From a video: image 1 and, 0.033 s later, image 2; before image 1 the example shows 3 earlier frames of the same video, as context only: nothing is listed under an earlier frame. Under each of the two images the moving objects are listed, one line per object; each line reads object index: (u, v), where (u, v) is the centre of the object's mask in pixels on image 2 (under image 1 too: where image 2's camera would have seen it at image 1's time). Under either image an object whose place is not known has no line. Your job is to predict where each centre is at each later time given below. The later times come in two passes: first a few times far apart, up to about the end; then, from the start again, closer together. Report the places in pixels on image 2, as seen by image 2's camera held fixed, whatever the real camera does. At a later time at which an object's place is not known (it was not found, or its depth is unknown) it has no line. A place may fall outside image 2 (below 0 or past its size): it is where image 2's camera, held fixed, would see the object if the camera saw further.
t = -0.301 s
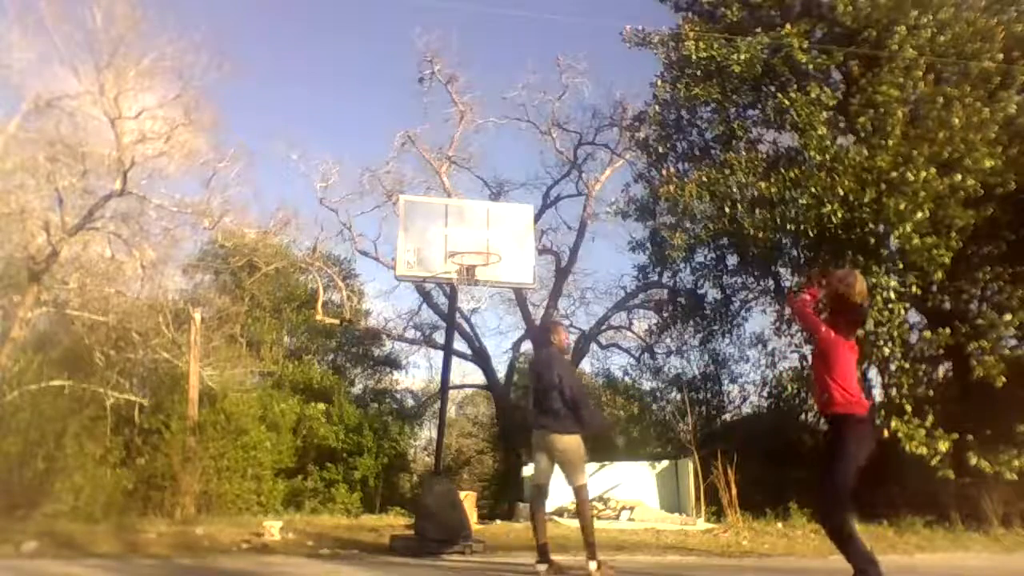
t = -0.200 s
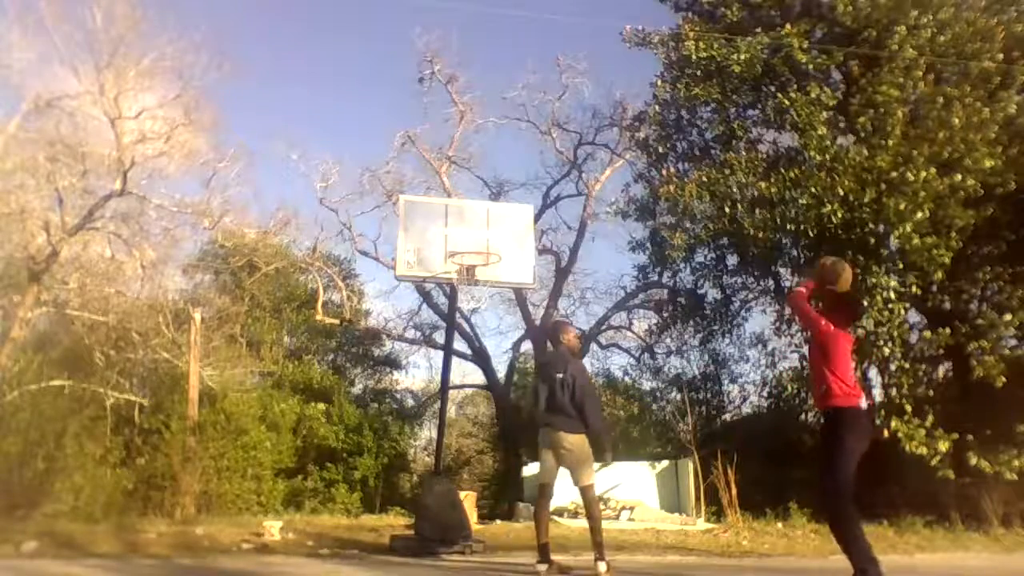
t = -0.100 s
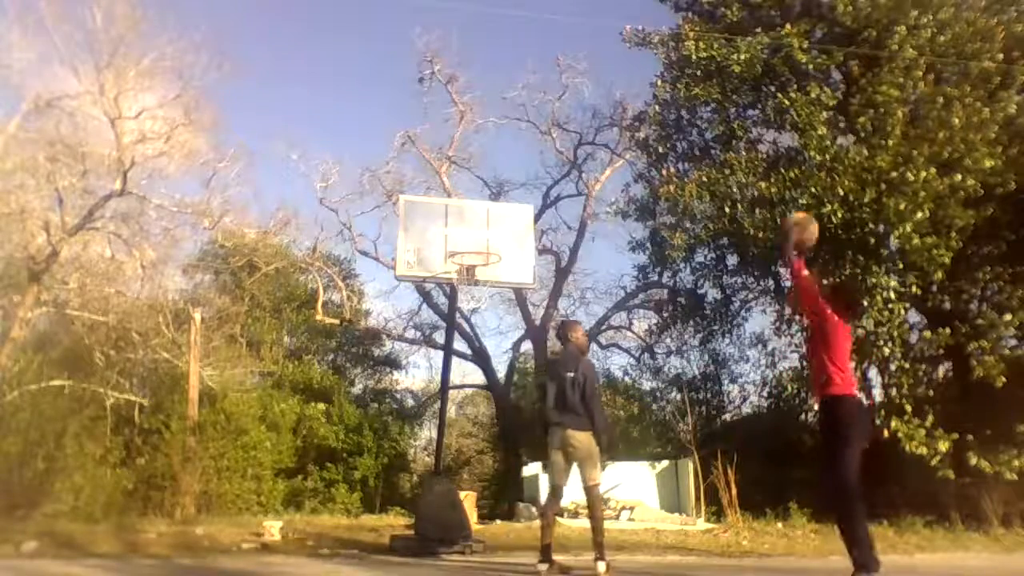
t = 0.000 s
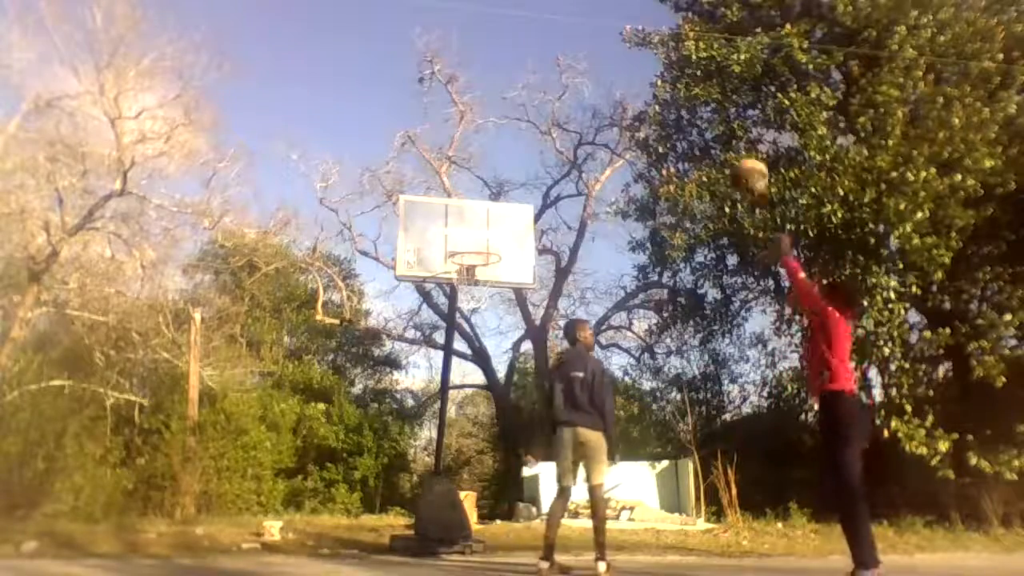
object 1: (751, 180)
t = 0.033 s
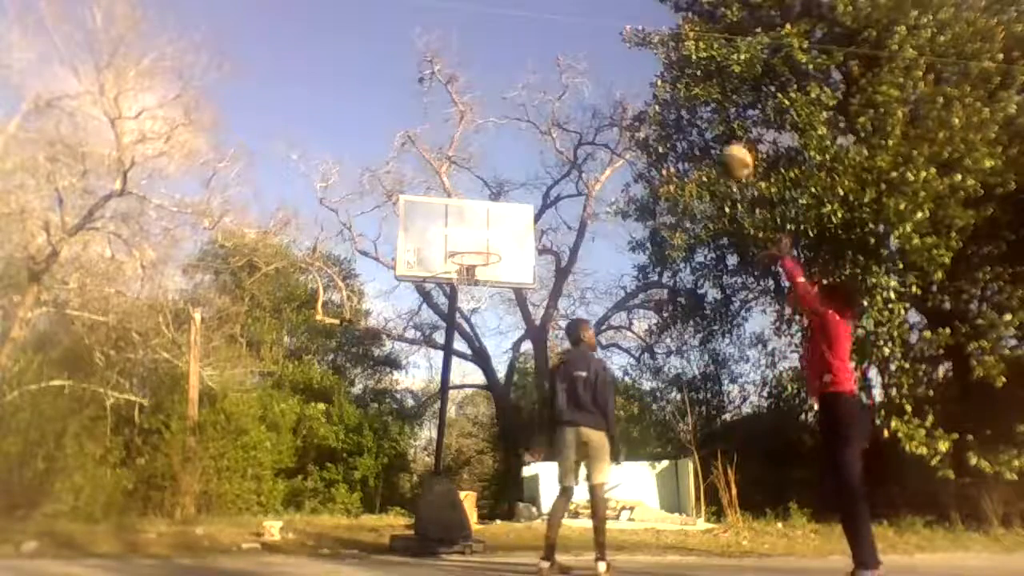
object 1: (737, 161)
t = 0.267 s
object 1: (642, 114)
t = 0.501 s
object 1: (568, 131)
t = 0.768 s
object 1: (494, 221)
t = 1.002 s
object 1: (443, 334)
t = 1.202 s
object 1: (399, 460)
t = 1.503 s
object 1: (382, 459)
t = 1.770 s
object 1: (386, 397)
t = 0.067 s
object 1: (726, 144)
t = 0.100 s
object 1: (706, 140)
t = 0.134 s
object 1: (694, 128)
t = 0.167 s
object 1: (678, 123)
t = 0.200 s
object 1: (667, 117)
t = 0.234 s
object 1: (658, 116)
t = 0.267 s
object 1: (642, 114)
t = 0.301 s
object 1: (629, 115)
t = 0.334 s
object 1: (621, 114)
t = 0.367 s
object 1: (609, 114)
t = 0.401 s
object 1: (599, 116)
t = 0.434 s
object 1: (588, 121)
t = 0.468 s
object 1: (577, 126)
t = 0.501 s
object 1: (568, 131)
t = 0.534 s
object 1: (559, 139)
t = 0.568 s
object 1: (550, 148)
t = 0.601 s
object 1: (539, 159)
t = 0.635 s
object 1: (530, 169)
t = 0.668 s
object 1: (522, 181)
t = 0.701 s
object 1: (512, 192)
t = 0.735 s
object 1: (503, 206)
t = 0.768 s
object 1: (494, 221)
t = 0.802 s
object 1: (486, 237)
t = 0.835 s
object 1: (477, 254)
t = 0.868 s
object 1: (468, 271)
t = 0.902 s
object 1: (465, 281)
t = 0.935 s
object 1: (452, 302)
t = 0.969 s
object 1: (449, 320)
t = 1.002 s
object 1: (443, 334)
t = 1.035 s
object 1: (433, 352)
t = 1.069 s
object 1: (425, 371)
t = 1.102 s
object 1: (422, 391)
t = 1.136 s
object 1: (416, 411)
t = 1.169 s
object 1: (407, 433)
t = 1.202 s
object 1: (399, 460)
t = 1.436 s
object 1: (381, 485)
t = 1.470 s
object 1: (380, 472)
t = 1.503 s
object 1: (382, 459)
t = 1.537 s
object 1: (382, 447)
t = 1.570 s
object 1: (383, 436)
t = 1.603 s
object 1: (384, 426)
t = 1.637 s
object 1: (384, 418)
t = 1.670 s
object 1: (385, 411)
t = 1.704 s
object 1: (386, 405)
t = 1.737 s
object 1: (385, 401)
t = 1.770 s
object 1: (386, 397)
